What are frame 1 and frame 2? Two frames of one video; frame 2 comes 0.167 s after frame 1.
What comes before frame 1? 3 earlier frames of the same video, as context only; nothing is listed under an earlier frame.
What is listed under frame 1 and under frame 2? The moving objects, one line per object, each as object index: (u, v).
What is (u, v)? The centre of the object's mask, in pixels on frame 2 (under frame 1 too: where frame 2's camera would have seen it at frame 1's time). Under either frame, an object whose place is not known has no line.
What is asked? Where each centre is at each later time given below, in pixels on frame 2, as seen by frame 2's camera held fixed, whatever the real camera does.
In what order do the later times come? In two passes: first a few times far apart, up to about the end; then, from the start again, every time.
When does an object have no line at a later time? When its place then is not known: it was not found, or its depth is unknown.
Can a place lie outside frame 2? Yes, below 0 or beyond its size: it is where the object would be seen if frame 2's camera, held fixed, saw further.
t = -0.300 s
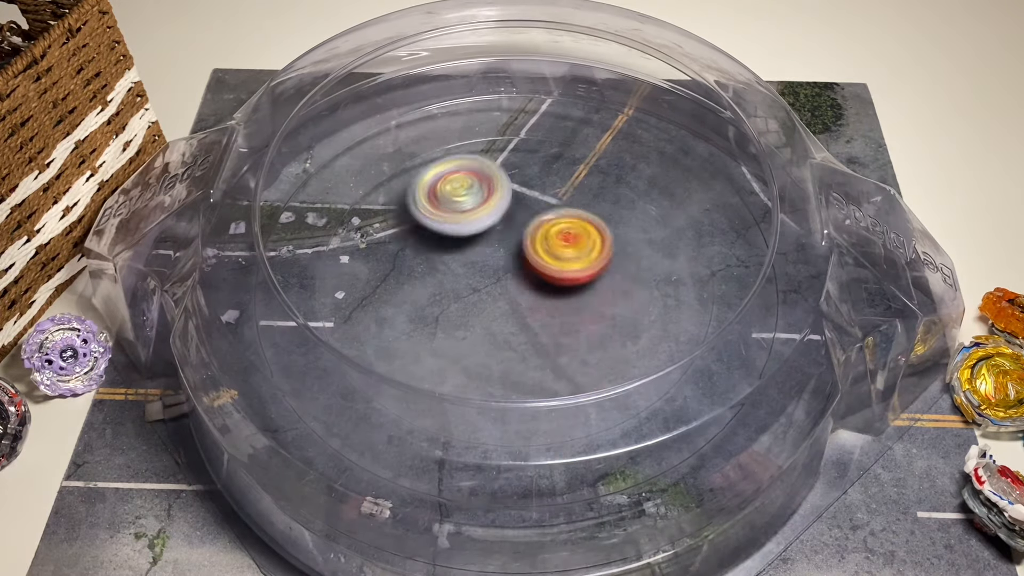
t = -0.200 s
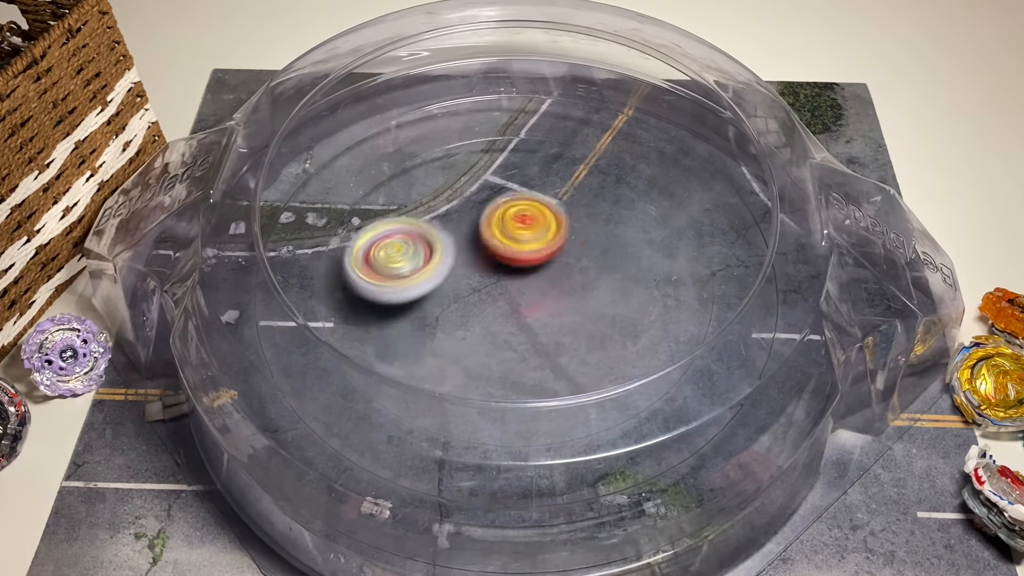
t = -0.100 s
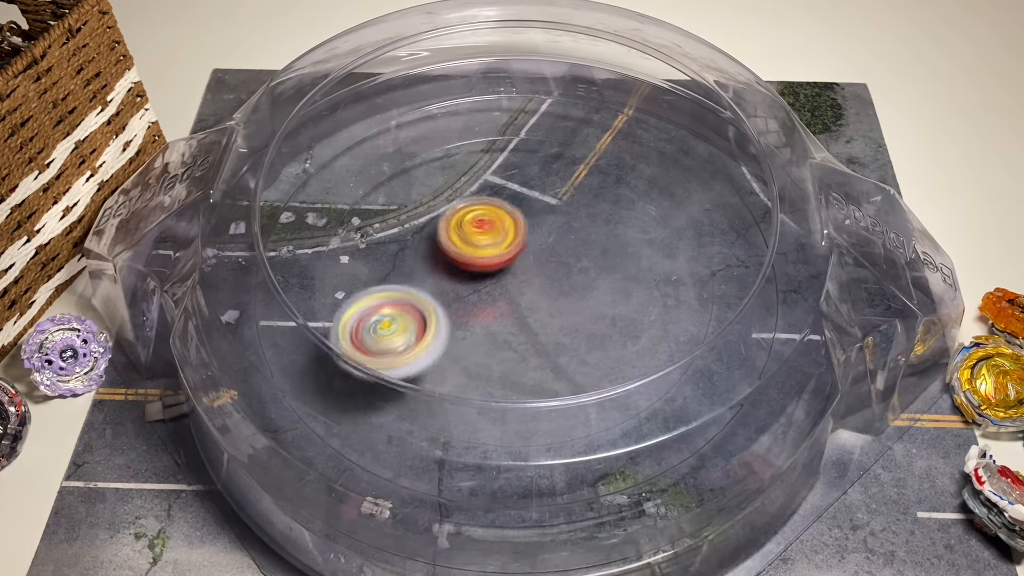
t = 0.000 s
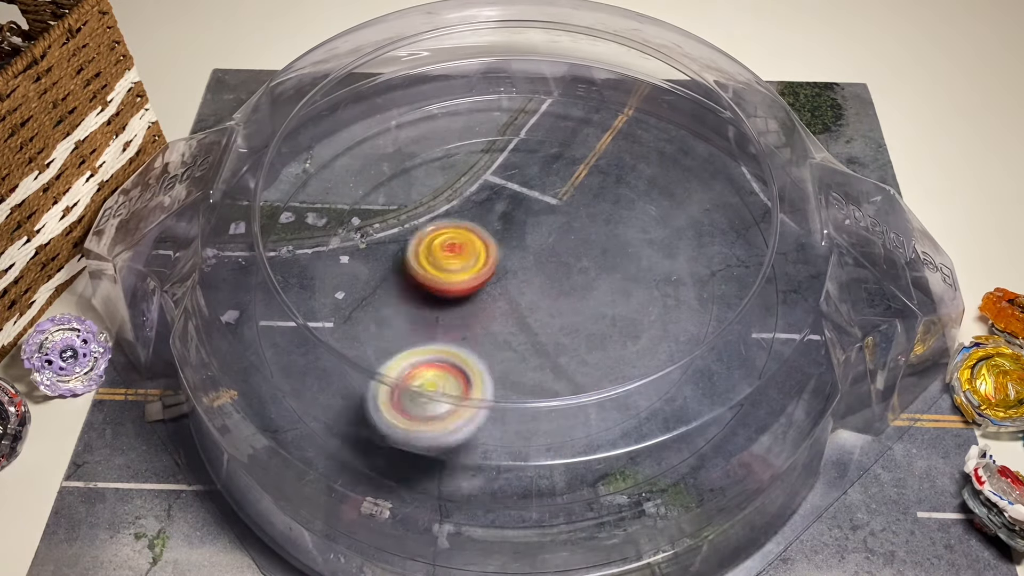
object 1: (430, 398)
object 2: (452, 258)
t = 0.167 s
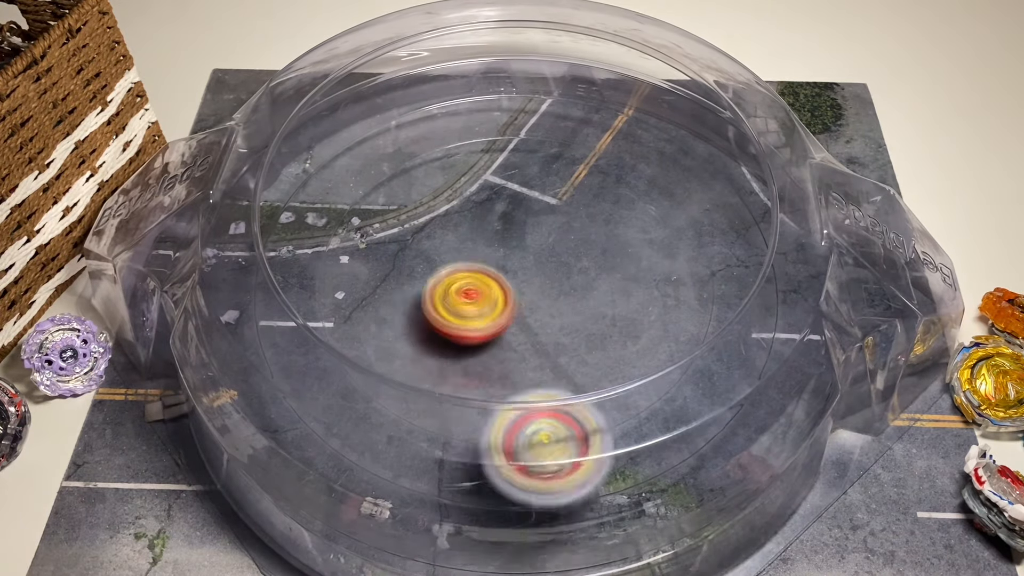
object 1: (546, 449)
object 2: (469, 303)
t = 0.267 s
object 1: (579, 472)
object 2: (498, 306)
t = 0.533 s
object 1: (640, 416)
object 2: (524, 253)
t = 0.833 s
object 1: (624, 330)
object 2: (465, 273)
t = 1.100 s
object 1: (492, 200)
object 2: (531, 284)
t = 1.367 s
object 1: (346, 292)
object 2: (527, 250)
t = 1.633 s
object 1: (503, 384)
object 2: (476, 268)
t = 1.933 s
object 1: (608, 206)
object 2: (551, 284)
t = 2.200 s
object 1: (433, 139)
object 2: (528, 240)
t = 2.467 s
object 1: (351, 269)
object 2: (502, 288)
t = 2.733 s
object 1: (569, 349)
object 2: (563, 270)
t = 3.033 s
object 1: (654, 176)
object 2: (516, 259)
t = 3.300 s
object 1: (499, 137)
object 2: (526, 299)
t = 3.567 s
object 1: (406, 287)
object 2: (548, 263)
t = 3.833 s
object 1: (604, 364)
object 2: (492, 271)
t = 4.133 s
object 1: (675, 225)
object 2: (537, 302)
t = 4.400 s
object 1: (490, 184)
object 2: (517, 261)
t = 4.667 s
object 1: (377, 298)
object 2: (521, 296)
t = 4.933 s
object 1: (523, 389)
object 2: (525, 283)
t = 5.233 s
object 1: (616, 233)
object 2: (519, 279)
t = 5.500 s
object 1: (443, 184)
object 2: (512, 280)
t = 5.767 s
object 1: (396, 311)
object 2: (512, 278)
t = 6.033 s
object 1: (592, 312)
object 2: (509, 271)
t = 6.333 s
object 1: (548, 174)
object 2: (507, 270)
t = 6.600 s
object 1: (421, 244)
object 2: (514, 285)
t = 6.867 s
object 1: (493, 333)
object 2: (556, 276)
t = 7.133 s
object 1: (567, 327)
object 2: (571, 199)
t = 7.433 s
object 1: (461, 317)
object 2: (551, 172)
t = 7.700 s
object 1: (435, 355)
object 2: (521, 220)
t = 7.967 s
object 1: (467, 335)
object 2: (542, 252)
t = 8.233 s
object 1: (425, 341)
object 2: (594, 222)
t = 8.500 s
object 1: (447, 300)
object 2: (539, 266)
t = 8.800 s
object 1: (410, 253)
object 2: (541, 284)
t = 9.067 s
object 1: (430, 248)
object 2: (510, 302)
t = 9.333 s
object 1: (480, 216)
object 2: (504, 315)
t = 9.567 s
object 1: (504, 206)
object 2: (497, 306)
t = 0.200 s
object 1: (561, 462)
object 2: (481, 307)
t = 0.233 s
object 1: (572, 469)
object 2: (492, 307)
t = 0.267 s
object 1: (579, 472)
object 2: (498, 306)
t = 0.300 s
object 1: (592, 464)
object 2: (510, 303)
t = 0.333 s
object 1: (608, 453)
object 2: (518, 298)
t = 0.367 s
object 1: (617, 442)
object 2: (526, 290)
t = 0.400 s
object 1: (626, 435)
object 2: (531, 282)
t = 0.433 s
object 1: (632, 429)
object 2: (533, 275)
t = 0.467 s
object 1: (636, 425)
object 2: (532, 267)
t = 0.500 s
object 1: (639, 420)
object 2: (529, 259)
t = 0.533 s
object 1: (640, 416)
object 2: (524, 253)
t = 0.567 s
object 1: (641, 411)
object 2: (516, 248)
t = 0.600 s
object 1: (640, 406)
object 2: (509, 244)
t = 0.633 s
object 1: (638, 401)
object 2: (500, 242)
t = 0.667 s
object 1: (635, 394)
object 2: (491, 243)
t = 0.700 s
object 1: (633, 389)
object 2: (481, 244)
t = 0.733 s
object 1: (631, 379)
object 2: (474, 249)
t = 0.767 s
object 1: (629, 365)
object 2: (469, 256)
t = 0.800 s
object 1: (627, 348)
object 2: (465, 264)
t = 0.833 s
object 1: (624, 330)
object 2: (465, 273)
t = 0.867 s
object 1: (623, 310)
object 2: (469, 281)
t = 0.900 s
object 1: (616, 287)
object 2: (475, 287)
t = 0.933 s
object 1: (607, 265)
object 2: (483, 292)
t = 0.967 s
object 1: (593, 243)
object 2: (494, 294)
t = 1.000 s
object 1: (570, 225)
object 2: (505, 294)
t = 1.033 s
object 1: (547, 212)
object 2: (514, 292)
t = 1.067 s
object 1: (518, 203)
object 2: (523, 288)
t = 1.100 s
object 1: (492, 200)
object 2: (531, 284)
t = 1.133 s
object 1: (463, 200)
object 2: (538, 281)
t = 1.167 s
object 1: (437, 207)
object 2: (541, 277)
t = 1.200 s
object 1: (412, 215)
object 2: (542, 274)
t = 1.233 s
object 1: (390, 227)
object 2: (541, 271)
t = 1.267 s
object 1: (371, 240)
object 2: (540, 266)
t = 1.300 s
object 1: (357, 257)
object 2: (538, 261)
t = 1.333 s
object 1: (349, 273)
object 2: (534, 256)
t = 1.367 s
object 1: (346, 292)
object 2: (527, 250)
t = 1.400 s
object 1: (348, 310)
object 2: (521, 246)
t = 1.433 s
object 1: (354, 330)
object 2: (513, 243)
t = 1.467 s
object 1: (369, 347)
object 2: (505, 243)
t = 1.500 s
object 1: (387, 363)
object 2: (495, 244)
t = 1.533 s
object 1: (412, 374)
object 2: (487, 247)
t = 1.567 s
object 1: (440, 383)
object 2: (481, 253)
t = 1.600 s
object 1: (472, 385)
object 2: (478, 260)
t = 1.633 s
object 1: (503, 384)
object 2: (476, 268)
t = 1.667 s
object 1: (534, 376)
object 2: (477, 276)
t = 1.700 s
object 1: (563, 363)
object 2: (482, 284)
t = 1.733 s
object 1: (587, 345)
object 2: (489, 290)
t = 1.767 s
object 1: (608, 326)
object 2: (499, 294)
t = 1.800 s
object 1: (620, 302)
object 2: (509, 297)
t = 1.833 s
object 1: (627, 277)
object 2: (520, 297)
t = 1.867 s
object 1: (627, 253)
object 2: (531, 295)
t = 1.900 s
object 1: (619, 228)
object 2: (541, 291)
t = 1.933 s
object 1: (608, 206)
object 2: (551, 284)
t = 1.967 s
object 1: (590, 187)
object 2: (558, 278)
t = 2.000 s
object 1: (571, 169)
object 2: (561, 270)
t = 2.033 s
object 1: (549, 156)
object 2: (562, 262)
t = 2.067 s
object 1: (525, 146)
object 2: (559, 255)
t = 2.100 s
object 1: (502, 139)
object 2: (554, 247)
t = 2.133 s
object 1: (478, 137)
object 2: (547, 243)
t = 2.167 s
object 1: (455, 136)
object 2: (538, 240)
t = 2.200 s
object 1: (433, 139)
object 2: (528, 240)
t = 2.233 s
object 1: (412, 146)
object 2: (518, 242)
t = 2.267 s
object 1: (393, 154)
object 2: (508, 245)
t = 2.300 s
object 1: (377, 167)
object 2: (501, 250)
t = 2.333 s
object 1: (361, 183)
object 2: (495, 257)
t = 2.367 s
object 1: (351, 201)
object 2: (493, 265)
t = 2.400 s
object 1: (346, 223)
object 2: (494, 273)
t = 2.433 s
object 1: (345, 246)
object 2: (498, 281)
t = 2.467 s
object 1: (351, 269)
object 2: (502, 288)
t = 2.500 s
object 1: (364, 292)
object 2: (510, 293)
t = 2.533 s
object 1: (382, 314)
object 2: (519, 296)
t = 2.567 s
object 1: (406, 331)
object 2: (529, 298)
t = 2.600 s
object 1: (437, 346)
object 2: (539, 296)
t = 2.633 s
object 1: (468, 356)
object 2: (548, 292)
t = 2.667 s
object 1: (501, 360)
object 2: (557, 286)
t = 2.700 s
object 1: (537, 357)
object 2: (563, 278)
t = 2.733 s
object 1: (569, 349)
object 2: (563, 270)
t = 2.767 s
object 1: (597, 337)
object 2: (561, 265)
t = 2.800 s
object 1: (622, 319)
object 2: (557, 262)
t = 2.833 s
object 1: (643, 299)
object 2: (554, 261)
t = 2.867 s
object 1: (658, 277)
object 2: (550, 259)
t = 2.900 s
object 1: (667, 255)
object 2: (543, 258)
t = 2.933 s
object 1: (670, 233)
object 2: (535, 256)
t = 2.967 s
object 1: (668, 211)
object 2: (528, 255)
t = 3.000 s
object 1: (663, 193)
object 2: (521, 256)
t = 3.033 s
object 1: (654, 176)
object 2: (516, 259)
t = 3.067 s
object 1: (641, 161)
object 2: (511, 264)
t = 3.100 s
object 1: (626, 148)
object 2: (507, 270)
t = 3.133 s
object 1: (610, 138)
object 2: (506, 276)
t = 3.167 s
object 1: (590, 132)
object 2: (506, 283)
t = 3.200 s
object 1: (568, 129)
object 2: (508, 289)
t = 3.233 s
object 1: (546, 129)
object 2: (513, 293)
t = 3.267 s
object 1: (522, 131)
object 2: (519, 297)
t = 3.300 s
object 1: (499, 137)
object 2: (526, 299)
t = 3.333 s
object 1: (478, 145)
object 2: (534, 299)
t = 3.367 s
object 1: (456, 159)
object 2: (541, 297)
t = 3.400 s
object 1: (436, 176)
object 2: (548, 293)
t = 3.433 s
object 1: (420, 194)
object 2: (553, 287)
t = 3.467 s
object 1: (408, 215)
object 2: (556, 281)
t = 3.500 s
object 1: (402, 238)
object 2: (555, 275)
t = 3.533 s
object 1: (401, 263)
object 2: (553, 268)
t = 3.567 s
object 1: (406, 287)
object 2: (548, 263)
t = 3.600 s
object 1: (417, 310)
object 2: (540, 260)
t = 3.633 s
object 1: (434, 330)
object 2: (532, 257)
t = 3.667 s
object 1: (458, 346)
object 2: (523, 257)
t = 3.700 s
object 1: (485, 357)
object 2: (514, 258)
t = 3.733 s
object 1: (515, 366)
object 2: (507, 261)
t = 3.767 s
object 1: (545, 370)
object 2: (500, 263)
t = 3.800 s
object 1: (576, 369)
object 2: (495, 267)
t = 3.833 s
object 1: (604, 364)
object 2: (492, 271)
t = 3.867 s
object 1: (629, 355)
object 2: (491, 277)
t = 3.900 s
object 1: (650, 343)
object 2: (490, 283)
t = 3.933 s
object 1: (666, 329)
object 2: (493, 290)
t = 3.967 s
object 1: (679, 312)
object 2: (497, 296)
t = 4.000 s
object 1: (686, 294)
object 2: (503, 301)
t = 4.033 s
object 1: (692, 277)
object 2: (511, 305)
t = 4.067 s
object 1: (691, 259)
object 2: (519, 306)
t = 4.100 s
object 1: (685, 241)
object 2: (528, 305)
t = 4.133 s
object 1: (675, 225)
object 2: (537, 302)
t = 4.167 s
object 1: (661, 209)
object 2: (542, 296)
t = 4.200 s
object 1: (642, 197)
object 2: (545, 290)
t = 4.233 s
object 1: (620, 187)
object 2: (545, 284)
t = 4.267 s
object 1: (596, 180)
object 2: (542, 277)
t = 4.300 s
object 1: (570, 175)
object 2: (537, 270)
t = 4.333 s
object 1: (543, 175)
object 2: (531, 266)
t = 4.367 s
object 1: (516, 178)
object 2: (524, 262)
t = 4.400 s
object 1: (490, 184)
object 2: (517, 261)
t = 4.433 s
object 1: (466, 194)
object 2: (510, 261)
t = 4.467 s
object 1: (443, 202)
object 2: (506, 269)
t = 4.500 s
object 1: (422, 210)
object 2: (507, 278)
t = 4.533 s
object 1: (408, 224)
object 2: (509, 286)
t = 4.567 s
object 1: (393, 240)
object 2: (511, 291)
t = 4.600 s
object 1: (384, 259)
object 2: (513, 294)
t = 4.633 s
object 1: (376, 278)
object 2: (517, 296)
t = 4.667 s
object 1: (377, 298)
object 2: (521, 296)
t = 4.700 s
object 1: (379, 318)
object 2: (524, 295)
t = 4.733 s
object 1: (389, 335)
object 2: (525, 293)
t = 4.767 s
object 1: (401, 354)
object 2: (526, 291)
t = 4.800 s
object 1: (419, 367)
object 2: (527, 289)
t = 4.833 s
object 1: (443, 380)
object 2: (527, 287)
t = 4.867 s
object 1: (467, 387)
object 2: (526, 285)
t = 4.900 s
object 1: (498, 391)
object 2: (526, 284)
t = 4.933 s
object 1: (523, 389)
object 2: (525, 283)
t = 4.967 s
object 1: (554, 381)
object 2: (524, 282)
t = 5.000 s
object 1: (577, 371)
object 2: (523, 281)
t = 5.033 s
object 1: (600, 353)
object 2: (523, 281)
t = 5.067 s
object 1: (617, 336)
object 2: (523, 280)
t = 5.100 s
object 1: (627, 314)
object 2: (522, 280)
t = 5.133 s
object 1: (635, 293)
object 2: (522, 280)
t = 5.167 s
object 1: (631, 271)
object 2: (521, 280)
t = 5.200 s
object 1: (627, 250)
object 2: (520, 279)
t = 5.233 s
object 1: (616, 233)
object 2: (519, 279)
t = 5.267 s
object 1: (600, 214)
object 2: (517, 280)
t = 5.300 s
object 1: (582, 201)
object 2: (517, 280)
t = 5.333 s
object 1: (558, 188)
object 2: (516, 280)
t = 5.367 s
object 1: (536, 180)
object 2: (515, 280)
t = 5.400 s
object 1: (510, 177)
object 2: (514, 281)
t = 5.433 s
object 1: (488, 176)
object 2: (514, 280)
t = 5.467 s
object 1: (465, 180)
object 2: (513, 280)
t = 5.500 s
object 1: (443, 184)
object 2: (512, 280)
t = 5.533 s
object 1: (424, 193)
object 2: (511, 280)
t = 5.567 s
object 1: (404, 204)
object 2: (511, 279)
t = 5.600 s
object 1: (389, 218)
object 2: (510, 279)
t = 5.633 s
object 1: (378, 237)
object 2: (510, 279)
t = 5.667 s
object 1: (373, 255)
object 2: (510, 279)
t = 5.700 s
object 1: (376, 275)
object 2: (511, 279)
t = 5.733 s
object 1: (382, 294)
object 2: (512, 279)
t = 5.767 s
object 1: (396, 311)
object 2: (512, 278)
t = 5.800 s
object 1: (416, 329)
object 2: (512, 278)
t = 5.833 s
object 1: (440, 341)
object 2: (512, 277)
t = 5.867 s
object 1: (471, 347)
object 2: (513, 274)
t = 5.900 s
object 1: (499, 350)
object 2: (512, 273)
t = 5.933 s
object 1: (525, 345)
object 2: (511, 271)
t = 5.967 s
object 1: (550, 338)
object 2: (509, 271)
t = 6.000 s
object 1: (572, 329)
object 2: (509, 271)
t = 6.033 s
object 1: (592, 312)
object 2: (509, 271)
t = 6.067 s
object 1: (607, 297)
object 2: (510, 271)
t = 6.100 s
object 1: (614, 278)
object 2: (509, 271)
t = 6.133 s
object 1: (621, 259)
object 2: (509, 271)
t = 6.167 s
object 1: (621, 241)
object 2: (509, 271)
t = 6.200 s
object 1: (612, 221)
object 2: (509, 271)
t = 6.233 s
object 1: (603, 205)
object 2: (509, 270)
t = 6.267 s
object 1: (588, 193)
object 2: (508, 270)
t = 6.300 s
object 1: (568, 181)
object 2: (507, 270)
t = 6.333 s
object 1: (548, 174)
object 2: (507, 270)
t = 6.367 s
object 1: (525, 175)
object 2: (507, 270)
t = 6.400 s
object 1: (503, 177)
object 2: (508, 270)
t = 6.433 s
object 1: (485, 183)
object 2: (508, 269)
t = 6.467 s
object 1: (466, 194)
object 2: (508, 270)
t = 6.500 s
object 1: (451, 201)
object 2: (509, 276)
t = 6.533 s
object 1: (438, 211)
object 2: (511, 281)
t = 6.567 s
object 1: (426, 227)
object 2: (514, 284)
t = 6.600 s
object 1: (421, 244)
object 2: (514, 285)
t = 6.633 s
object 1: (418, 257)
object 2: (519, 289)
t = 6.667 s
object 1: (417, 274)
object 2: (526, 290)
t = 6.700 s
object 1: (423, 289)
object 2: (529, 290)
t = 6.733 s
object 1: (435, 300)
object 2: (534, 290)
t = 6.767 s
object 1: (443, 313)
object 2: (542, 287)
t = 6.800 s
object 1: (456, 323)
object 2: (550, 284)
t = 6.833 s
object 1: (472, 330)
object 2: (553, 281)
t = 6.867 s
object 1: (493, 333)
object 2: (556, 276)
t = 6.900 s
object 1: (506, 336)
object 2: (559, 271)
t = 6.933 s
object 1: (520, 336)
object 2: (562, 264)
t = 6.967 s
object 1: (534, 331)
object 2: (562, 258)
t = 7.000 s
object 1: (546, 328)
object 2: (564, 251)
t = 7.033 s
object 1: (551, 334)
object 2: (569, 232)
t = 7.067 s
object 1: (556, 334)
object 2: (573, 216)
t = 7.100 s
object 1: (562, 332)
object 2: (573, 204)
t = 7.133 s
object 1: (567, 327)
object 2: (571, 199)
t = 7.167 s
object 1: (568, 318)
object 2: (568, 196)
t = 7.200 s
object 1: (565, 308)
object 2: (563, 196)
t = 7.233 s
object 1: (557, 298)
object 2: (559, 198)
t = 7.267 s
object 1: (545, 288)
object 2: (554, 200)
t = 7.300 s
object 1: (531, 282)
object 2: (549, 203)
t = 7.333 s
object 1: (506, 291)
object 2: (553, 188)
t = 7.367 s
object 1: (486, 301)
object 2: (554, 178)
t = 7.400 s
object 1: (472, 309)
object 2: (554, 173)
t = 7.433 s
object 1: (461, 317)
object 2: (551, 172)
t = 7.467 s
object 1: (452, 324)
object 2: (549, 173)
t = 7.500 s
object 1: (447, 330)
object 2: (544, 176)
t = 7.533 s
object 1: (443, 336)
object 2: (540, 181)
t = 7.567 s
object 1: (439, 341)
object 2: (537, 186)
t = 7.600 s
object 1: (435, 345)
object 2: (532, 194)
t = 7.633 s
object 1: (433, 348)
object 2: (528, 201)
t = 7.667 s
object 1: (434, 352)
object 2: (524, 211)
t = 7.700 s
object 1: (435, 355)
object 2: (521, 220)
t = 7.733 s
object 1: (437, 360)
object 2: (518, 230)
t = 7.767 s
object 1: (440, 363)
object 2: (516, 240)
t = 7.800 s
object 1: (449, 363)
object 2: (514, 249)
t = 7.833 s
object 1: (460, 359)
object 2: (514, 258)
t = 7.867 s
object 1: (468, 353)
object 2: (514, 264)
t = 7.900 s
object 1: (477, 342)
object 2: (516, 268)
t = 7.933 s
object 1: (481, 332)
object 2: (521, 268)
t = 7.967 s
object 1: (467, 335)
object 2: (542, 252)
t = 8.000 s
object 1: (456, 338)
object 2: (565, 238)
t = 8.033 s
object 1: (448, 340)
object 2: (582, 226)
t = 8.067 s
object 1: (441, 343)
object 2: (593, 217)
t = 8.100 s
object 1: (436, 344)
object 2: (600, 213)
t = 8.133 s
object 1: (432, 344)
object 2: (601, 213)
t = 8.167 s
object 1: (428, 343)
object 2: (601, 215)
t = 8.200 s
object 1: (426, 343)
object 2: (597, 219)
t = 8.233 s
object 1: (425, 341)
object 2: (594, 222)
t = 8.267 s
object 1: (424, 339)
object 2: (588, 228)
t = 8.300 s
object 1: (425, 336)
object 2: (583, 233)
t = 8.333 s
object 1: (426, 333)
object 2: (577, 238)
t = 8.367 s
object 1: (428, 327)
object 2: (569, 244)
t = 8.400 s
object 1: (431, 321)
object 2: (562, 249)
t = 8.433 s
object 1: (435, 314)
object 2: (553, 255)
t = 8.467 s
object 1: (441, 307)
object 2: (546, 261)
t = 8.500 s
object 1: (447, 300)
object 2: (539, 266)
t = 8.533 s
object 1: (448, 291)
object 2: (539, 268)
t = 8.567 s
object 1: (442, 283)
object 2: (545, 271)
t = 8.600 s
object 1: (436, 277)
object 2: (550, 275)
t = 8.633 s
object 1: (431, 272)
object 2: (551, 277)
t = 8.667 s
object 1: (426, 268)
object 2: (550, 279)
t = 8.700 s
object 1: (421, 264)
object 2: (548, 281)
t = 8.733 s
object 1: (417, 260)
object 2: (546, 282)
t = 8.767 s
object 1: (413, 256)
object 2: (543, 284)
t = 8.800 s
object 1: (410, 253)
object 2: (541, 284)
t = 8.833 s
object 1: (407, 250)
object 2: (537, 285)
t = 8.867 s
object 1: (404, 248)
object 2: (534, 286)
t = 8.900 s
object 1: (403, 246)
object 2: (531, 287)
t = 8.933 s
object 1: (404, 246)
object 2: (525, 289)
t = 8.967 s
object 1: (408, 247)
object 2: (522, 291)
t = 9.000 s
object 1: (414, 248)
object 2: (516, 294)
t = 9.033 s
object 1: (421, 250)
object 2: (511, 296)
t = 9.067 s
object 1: (430, 248)
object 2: (510, 302)
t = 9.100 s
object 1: (436, 245)
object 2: (511, 309)
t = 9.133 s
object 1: (442, 241)
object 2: (510, 313)
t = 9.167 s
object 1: (450, 237)
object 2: (510, 315)
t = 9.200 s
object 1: (457, 233)
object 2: (509, 315)
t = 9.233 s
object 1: (463, 229)
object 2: (508, 317)
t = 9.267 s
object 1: (470, 224)
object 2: (507, 316)
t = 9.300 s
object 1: (475, 220)
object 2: (506, 316)
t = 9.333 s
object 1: (480, 216)
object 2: (504, 315)
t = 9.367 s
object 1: (485, 212)
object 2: (503, 314)
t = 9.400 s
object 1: (488, 208)
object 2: (503, 314)
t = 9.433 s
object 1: (492, 206)
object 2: (502, 312)
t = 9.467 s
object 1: (495, 204)
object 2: (500, 311)
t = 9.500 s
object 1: (498, 203)
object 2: (500, 309)
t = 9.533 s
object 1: (502, 203)
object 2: (498, 308)
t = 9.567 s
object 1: (504, 206)
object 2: (497, 306)
